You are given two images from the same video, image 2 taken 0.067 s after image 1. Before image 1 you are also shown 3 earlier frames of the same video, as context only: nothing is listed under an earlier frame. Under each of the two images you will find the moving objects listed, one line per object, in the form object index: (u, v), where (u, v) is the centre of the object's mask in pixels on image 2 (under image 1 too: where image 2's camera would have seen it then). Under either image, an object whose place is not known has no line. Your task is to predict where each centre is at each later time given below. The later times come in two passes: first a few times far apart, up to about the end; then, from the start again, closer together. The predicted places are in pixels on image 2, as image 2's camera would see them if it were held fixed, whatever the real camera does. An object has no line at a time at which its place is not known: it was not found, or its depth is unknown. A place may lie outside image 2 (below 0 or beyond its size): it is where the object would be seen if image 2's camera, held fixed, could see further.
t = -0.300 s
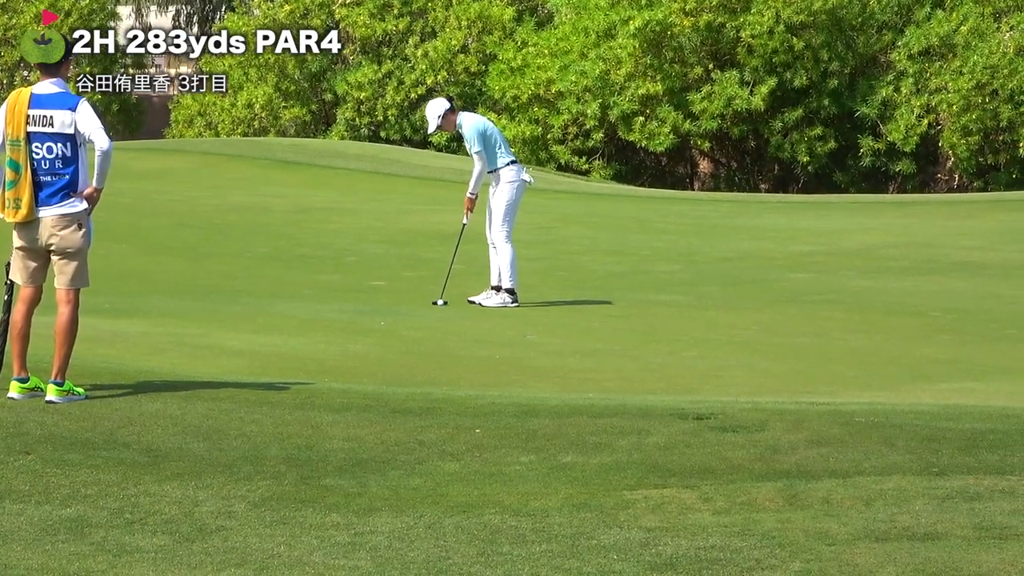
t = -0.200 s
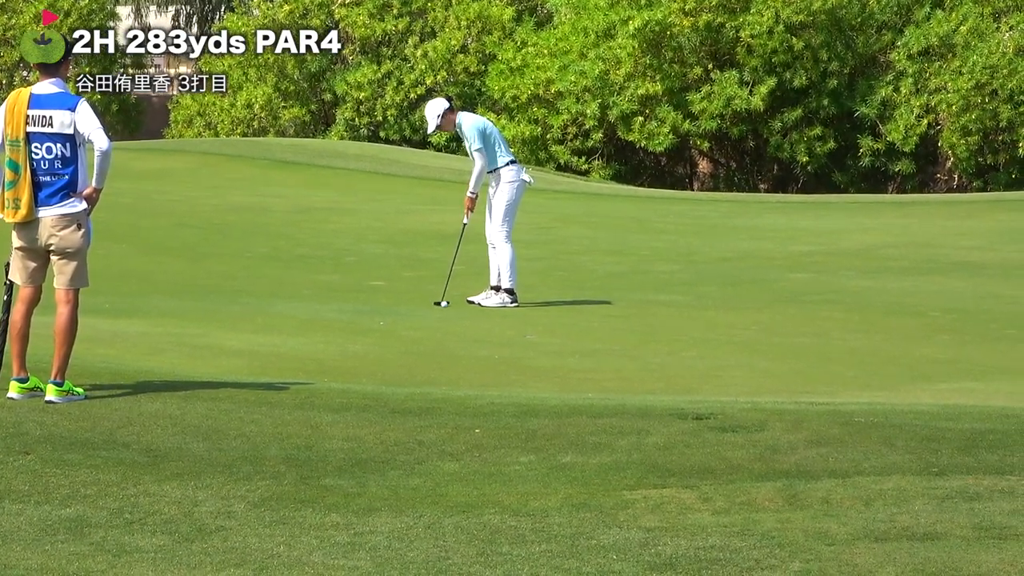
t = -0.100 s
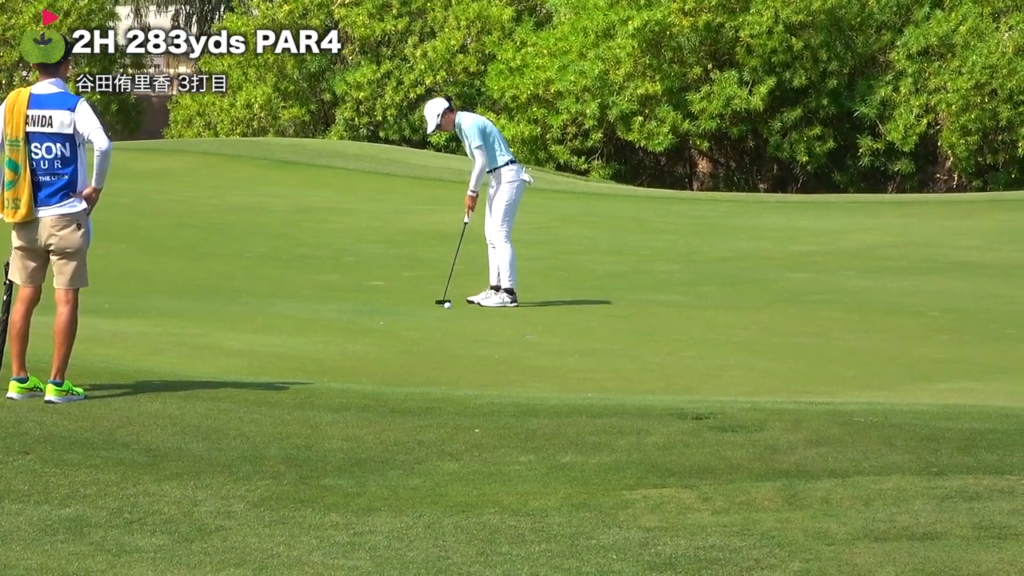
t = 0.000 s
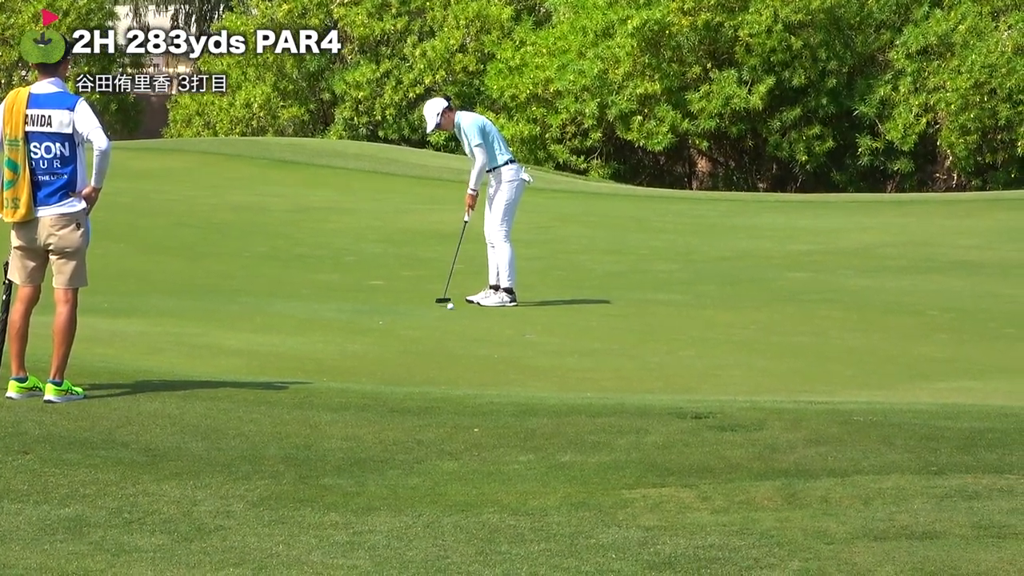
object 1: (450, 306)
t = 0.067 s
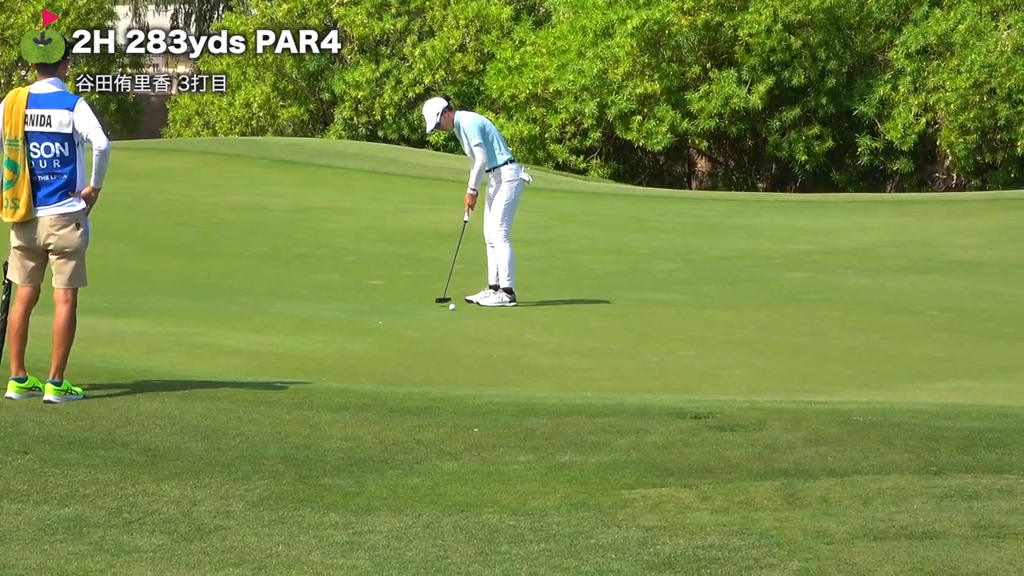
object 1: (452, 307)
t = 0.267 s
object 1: (460, 309)
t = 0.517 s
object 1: (470, 312)
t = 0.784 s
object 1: (480, 316)
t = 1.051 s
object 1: (492, 319)
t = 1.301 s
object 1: (504, 322)
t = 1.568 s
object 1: (517, 325)
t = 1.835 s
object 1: (530, 327)
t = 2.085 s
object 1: (540, 329)
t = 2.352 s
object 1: (552, 330)
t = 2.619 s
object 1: (563, 332)
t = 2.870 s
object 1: (571, 333)
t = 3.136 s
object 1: (579, 334)
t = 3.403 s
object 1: (585, 334)
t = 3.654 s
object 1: (587, 334)
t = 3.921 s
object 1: (589, 334)
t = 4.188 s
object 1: (588, 334)
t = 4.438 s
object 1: (588, 334)
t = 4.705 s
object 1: (588, 334)
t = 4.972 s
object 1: (588, 335)
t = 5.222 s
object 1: (588, 335)
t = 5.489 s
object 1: (588, 335)
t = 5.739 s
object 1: (588, 334)
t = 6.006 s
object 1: (588, 334)
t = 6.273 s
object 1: (588, 335)
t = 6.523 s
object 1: (588, 335)
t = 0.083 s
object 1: (453, 307)
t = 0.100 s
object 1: (453, 307)
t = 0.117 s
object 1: (454, 307)
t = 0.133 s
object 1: (455, 307)
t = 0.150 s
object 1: (455, 308)
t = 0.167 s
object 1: (456, 308)
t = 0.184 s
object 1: (456, 308)
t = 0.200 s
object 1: (457, 308)
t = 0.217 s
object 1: (458, 309)
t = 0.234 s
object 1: (458, 309)
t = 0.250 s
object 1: (459, 309)
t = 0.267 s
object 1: (460, 309)
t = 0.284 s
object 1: (460, 309)
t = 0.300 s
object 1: (461, 310)
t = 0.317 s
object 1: (462, 310)
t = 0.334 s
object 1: (462, 310)
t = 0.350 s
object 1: (463, 310)
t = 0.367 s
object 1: (464, 310)
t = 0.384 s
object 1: (465, 311)
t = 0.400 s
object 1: (465, 311)
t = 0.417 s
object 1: (466, 311)
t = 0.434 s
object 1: (467, 311)
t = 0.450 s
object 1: (467, 311)
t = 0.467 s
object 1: (468, 312)
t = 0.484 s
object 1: (469, 312)
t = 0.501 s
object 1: (469, 312)
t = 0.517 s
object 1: (470, 312)
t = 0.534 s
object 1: (470, 312)
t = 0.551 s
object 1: (471, 313)
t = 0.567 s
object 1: (472, 313)
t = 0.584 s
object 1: (473, 313)
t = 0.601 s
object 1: (473, 314)
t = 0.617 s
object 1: (474, 314)
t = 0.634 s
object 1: (474, 314)
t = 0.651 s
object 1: (475, 314)
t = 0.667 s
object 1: (476, 314)
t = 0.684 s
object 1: (476, 314)
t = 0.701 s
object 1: (477, 315)
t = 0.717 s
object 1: (478, 315)
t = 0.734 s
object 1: (478, 315)
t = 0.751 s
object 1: (479, 315)
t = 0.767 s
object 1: (480, 315)
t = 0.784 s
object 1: (480, 316)
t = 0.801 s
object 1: (481, 316)
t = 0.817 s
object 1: (482, 316)
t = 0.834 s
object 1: (483, 316)
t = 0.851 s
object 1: (483, 317)
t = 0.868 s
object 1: (484, 317)
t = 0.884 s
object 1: (484, 317)
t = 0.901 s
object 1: (485, 317)
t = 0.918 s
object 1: (486, 317)
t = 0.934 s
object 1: (487, 317)
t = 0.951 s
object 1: (487, 318)
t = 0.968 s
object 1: (488, 318)
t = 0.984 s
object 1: (489, 318)
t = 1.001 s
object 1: (490, 318)
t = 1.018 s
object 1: (490, 318)
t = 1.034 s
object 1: (491, 319)
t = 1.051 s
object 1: (492, 319)
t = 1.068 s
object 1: (493, 319)
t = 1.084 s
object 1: (493, 319)
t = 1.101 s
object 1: (494, 319)
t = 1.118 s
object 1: (495, 319)
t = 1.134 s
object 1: (496, 320)
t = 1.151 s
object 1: (497, 320)
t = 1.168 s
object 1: (497, 320)
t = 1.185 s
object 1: (499, 320)
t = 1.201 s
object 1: (499, 321)
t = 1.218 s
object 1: (500, 321)
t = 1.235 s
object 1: (501, 321)
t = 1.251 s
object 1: (501, 321)
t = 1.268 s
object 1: (502, 321)
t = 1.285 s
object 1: (503, 321)
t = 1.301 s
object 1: (504, 322)
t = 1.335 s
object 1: (506, 322)
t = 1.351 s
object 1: (507, 322)
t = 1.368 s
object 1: (507, 322)
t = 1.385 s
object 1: (508, 322)
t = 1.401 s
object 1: (509, 322)
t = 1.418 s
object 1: (510, 323)
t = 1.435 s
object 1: (511, 323)
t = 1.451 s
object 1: (512, 323)
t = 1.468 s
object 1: (512, 323)
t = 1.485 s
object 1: (513, 324)
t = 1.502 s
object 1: (514, 324)
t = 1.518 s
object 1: (515, 324)
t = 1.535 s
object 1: (516, 324)
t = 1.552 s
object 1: (517, 324)
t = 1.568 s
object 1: (517, 325)
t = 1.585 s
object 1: (518, 325)
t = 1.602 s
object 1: (519, 325)
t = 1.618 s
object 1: (520, 325)
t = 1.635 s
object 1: (521, 325)
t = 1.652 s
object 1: (521, 325)
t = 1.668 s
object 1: (522, 325)
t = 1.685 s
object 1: (523, 325)
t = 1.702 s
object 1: (524, 326)
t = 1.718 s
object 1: (525, 326)
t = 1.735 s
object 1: (525, 326)
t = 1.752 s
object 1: (526, 326)
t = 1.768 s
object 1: (527, 326)
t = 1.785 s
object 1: (527, 326)
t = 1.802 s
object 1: (528, 327)
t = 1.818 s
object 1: (529, 327)
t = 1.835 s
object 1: (530, 327)
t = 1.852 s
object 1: (531, 327)
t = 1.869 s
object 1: (531, 327)
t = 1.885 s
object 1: (532, 328)
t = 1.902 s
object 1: (532, 327)
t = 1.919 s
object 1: (533, 328)
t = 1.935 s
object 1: (534, 328)
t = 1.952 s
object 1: (535, 328)
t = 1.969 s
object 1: (536, 328)
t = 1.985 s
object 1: (536, 328)
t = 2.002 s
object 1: (537, 328)
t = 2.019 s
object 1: (538, 328)
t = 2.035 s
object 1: (538, 328)
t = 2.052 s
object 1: (539, 329)
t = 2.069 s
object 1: (540, 329)
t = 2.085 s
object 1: (540, 329)
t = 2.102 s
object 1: (541, 329)
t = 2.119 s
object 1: (542, 329)
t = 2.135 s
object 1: (543, 329)
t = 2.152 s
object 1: (543, 329)
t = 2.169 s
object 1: (544, 329)
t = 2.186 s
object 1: (545, 330)
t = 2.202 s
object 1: (546, 330)
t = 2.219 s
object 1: (546, 330)
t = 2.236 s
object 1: (547, 330)
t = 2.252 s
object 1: (548, 330)
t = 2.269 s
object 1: (549, 330)
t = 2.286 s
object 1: (549, 330)
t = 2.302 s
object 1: (550, 330)
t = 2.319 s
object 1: (551, 330)
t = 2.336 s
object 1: (552, 330)
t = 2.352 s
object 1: (552, 330)
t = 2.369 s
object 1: (553, 330)
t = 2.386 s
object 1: (554, 331)
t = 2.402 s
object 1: (554, 331)
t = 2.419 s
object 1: (555, 331)
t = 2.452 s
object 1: (556, 331)
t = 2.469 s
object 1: (557, 331)
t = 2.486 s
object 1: (558, 331)
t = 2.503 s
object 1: (558, 331)
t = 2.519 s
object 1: (559, 331)
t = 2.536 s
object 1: (560, 331)
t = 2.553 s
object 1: (560, 332)
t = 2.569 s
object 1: (561, 331)
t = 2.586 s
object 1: (561, 332)
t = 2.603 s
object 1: (562, 332)
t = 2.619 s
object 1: (563, 332)
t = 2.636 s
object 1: (563, 332)
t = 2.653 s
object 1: (564, 332)
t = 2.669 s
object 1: (564, 332)
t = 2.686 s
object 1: (565, 332)
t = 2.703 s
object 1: (566, 332)
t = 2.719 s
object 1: (566, 332)
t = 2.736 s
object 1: (567, 332)
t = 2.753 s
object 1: (567, 332)
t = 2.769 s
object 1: (568, 332)
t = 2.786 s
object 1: (568, 332)
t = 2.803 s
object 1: (569, 333)
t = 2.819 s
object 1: (570, 333)
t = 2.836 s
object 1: (570, 333)
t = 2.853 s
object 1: (570, 332)
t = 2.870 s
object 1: (571, 333)
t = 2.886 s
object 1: (571, 333)
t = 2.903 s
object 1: (572, 333)
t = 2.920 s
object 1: (572, 333)
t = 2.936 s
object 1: (573, 333)
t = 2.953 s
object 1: (573, 333)
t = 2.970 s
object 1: (573, 333)
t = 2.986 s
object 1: (574, 333)
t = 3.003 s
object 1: (574, 333)
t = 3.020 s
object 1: (575, 333)
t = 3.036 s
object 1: (576, 333)
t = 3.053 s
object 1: (576, 333)
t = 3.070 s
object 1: (577, 333)
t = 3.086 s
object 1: (577, 333)
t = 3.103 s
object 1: (578, 333)
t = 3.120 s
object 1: (578, 333)
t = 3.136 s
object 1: (579, 334)
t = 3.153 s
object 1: (579, 334)
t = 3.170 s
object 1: (579, 334)
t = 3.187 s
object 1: (580, 334)
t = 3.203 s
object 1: (580, 334)
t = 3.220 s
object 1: (581, 334)
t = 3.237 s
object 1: (581, 334)
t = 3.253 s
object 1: (582, 334)
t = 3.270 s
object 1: (582, 334)
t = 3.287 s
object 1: (583, 334)
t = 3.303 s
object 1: (583, 334)
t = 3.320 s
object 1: (583, 334)
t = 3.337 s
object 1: (584, 334)
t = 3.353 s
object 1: (584, 334)
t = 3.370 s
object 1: (584, 334)
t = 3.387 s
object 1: (585, 334)
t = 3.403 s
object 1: (585, 334)
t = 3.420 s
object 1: (585, 334)
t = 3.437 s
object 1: (585, 334)
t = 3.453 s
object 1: (586, 334)
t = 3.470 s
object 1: (586, 334)
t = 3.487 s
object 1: (586, 334)
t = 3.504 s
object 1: (586, 334)
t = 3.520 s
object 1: (587, 334)
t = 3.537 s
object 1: (587, 334)
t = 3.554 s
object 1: (587, 334)
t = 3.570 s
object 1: (587, 334)
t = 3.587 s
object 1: (587, 334)
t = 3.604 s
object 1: (587, 334)
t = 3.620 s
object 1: (587, 334)
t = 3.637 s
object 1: (588, 334)
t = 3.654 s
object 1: (587, 334)
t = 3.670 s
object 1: (588, 334)
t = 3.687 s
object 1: (588, 334)
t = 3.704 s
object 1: (588, 334)
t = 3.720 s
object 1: (588, 334)
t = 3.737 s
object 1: (588, 333)
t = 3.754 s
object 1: (588, 334)
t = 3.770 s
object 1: (589, 334)
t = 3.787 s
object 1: (589, 334)
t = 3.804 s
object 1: (588, 334)
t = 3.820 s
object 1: (589, 334)
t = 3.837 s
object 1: (589, 334)
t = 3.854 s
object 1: (589, 334)
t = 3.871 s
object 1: (589, 334)
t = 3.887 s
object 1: (589, 334)
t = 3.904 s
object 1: (589, 334)
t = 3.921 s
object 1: (589, 334)
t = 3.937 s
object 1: (589, 334)
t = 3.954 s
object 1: (589, 334)
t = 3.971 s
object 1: (589, 334)
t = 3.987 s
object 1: (589, 334)
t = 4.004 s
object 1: (589, 334)
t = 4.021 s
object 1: (589, 334)
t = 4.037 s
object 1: (589, 334)
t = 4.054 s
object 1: (588, 334)
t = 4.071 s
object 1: (588, 335)
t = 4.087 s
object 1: (589, 334)
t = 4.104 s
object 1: (589, 334)
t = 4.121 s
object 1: (589, 334)
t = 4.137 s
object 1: (588, 334)
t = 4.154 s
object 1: (588, 335)
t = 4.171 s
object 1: (588, 334)
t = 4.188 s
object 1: (588, 334)
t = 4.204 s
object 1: (588, 334)
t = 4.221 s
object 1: (588, 334)
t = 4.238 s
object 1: (588, 334)
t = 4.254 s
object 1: (588, 334)
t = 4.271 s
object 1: (588, 334)
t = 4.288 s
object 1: (588, 334)
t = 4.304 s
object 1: (588, 334)
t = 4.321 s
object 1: (588, 334)
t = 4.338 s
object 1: (588, 334)
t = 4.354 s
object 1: (588, 334)
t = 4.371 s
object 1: (588, 335)
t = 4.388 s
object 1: (588, 334)
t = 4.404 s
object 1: (588, 334)
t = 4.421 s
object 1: (588, 335)
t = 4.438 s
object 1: (588, 334)
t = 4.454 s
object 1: (588, 334)
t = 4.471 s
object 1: (588, 335)
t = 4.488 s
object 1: (588, 334)
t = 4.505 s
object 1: (588, 334)
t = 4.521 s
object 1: (588, 335)
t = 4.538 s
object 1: (588, 335)
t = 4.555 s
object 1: (588, 335)
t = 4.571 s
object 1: (588, 334)
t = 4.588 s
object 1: (588, 334)
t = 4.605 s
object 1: (588, 335)
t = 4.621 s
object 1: (588, 335)
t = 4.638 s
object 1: (588, 335)
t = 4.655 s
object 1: (588, 334)
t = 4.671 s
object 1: (588, 335)
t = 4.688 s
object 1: (588, 335)
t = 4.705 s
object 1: (588, 334)
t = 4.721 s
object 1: (588, 334)
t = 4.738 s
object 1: (588, 335)
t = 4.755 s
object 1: (588, 335)
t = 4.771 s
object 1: (588, 335)
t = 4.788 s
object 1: (588, 334)
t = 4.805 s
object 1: (588, 334)
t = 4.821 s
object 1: (588, 334)
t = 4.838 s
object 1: (588, 334)
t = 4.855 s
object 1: (589, 334)
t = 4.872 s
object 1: (588, 334)
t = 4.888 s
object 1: (588, 334)
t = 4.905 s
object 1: (589, 335)
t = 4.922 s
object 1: (588, 334)
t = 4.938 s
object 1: (588, 335)
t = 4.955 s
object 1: (588, 335)
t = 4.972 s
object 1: (588, 335)
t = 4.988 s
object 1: (588, 335)
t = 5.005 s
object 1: (588, 335)
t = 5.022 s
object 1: (588, 335)
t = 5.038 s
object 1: (588, 335)
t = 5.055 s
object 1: (588, 335)
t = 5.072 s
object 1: (588, 335)
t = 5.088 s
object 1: (588, 335)
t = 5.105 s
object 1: (588, 335)
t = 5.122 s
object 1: (588, 335)
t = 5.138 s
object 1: (588, 335)
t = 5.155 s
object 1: (588, 335)
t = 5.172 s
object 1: (588, 335)
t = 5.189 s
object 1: (588, 335)
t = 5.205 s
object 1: (588, 335)
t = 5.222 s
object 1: (588, 335)
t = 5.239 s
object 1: (588, 335)
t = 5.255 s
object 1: (588, 335)
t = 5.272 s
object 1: (588, 335)
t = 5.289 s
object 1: (588, 335)
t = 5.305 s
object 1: (588, 335)
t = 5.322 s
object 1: (588, 335)
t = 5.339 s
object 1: (588, 335)
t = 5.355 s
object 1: (588, 335)
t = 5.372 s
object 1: (588, 335)
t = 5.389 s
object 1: (588, 335)
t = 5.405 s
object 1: (588, 335)
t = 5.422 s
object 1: (588, 335)
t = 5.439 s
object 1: (588, 335)
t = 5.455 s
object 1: (588, 335)
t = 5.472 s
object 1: (588, 335)
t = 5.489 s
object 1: (588, 335)
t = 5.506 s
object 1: (588, 335)
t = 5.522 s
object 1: (588, 335)
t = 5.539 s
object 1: (588, 335)
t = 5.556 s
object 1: (588, 335)
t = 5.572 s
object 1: (588, 335)
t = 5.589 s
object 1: (588, 334)
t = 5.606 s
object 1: (588, 335)
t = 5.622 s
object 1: (588, 334)
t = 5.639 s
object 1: (588, 335)
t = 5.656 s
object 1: (588, 335)
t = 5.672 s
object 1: (588, 335)
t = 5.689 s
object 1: (588, 335)
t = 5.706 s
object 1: (588, 335)
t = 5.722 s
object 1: (588, 334)
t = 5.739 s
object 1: (588, 334)
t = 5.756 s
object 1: (588, 335)
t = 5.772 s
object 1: (588, 335)
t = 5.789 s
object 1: (588, 335)
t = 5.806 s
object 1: (588, 335)
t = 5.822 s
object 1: (588, 335)
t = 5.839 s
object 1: (588, 334)
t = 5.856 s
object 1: (588, 334)
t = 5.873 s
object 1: (588, 335)
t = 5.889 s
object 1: (588, 334)
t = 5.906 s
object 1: (588, 334)
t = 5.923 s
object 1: (588, 334)
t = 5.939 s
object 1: (588, 335)
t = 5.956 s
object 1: (588, 334)
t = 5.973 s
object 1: (588, 335)
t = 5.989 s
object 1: (588, 335)
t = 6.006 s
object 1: (588, 334)
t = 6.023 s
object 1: (588, 334)
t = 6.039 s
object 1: (588, 335)
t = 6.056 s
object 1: (588, 334)
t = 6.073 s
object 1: (588, 335)
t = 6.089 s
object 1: (588, 334)
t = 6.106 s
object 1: (588, 335)
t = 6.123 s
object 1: (588, 335)
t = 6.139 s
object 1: (588, 335)
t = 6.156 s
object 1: (588, 335)
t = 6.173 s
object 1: (588, 335)
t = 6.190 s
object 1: (588, 335)
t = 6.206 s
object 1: (588, 335)
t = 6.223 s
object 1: (588, 335)
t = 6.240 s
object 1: (588, 335)
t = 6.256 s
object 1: (588, 335)
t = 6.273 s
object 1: (588, 335)
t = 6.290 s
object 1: (588, 335)
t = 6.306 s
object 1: (588, 335)
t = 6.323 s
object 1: (588, 334)
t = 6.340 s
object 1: (588, 335)
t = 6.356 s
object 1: (588, 335)
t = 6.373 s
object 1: (588, 335)
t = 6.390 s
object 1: (588, 335)
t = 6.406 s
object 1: (588, 335)
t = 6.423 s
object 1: (588, 335)
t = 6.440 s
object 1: (588, 335)
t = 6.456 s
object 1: (588, 335)
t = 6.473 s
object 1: (588, 334)
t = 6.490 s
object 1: (588, 335)
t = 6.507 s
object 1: (588, 335)
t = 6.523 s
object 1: (588, 335)
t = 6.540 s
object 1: (588, 335)
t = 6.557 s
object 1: (588, 335)
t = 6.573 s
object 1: (588, 335)
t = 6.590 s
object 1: (588, 334)
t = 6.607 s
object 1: (588, 334)
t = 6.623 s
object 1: (588, 334)
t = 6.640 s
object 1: (588, 334)
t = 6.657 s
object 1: (588, 334)
